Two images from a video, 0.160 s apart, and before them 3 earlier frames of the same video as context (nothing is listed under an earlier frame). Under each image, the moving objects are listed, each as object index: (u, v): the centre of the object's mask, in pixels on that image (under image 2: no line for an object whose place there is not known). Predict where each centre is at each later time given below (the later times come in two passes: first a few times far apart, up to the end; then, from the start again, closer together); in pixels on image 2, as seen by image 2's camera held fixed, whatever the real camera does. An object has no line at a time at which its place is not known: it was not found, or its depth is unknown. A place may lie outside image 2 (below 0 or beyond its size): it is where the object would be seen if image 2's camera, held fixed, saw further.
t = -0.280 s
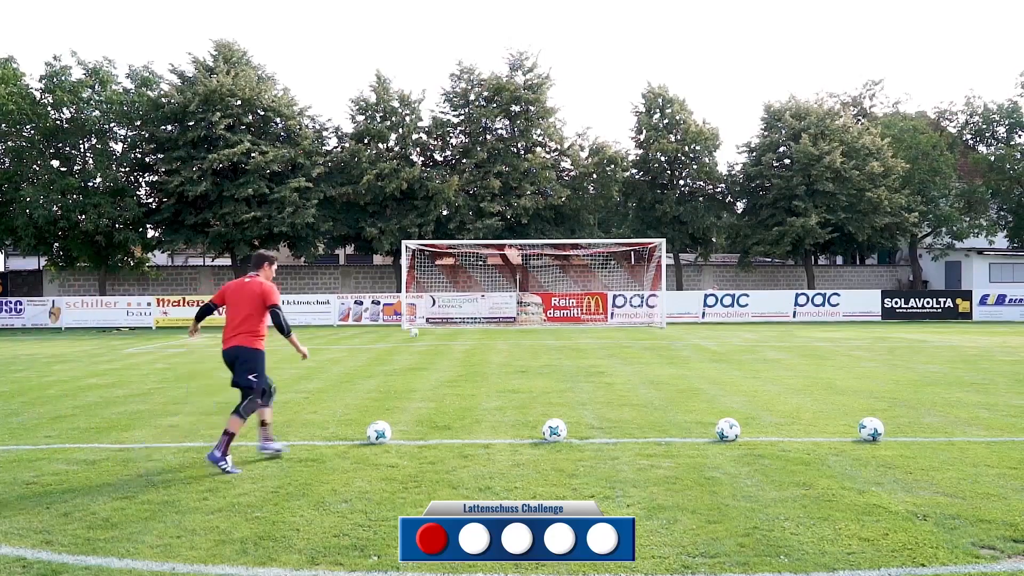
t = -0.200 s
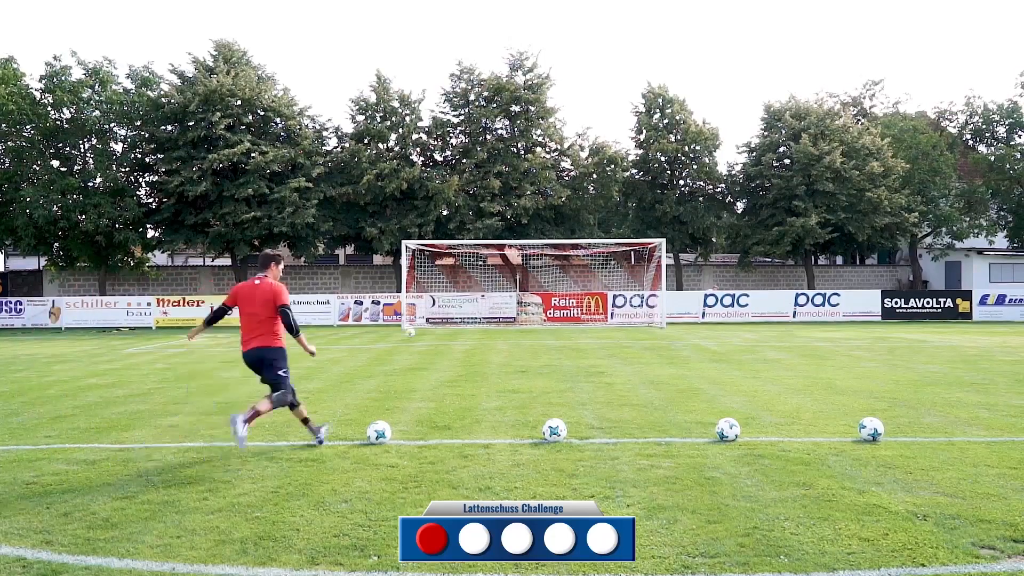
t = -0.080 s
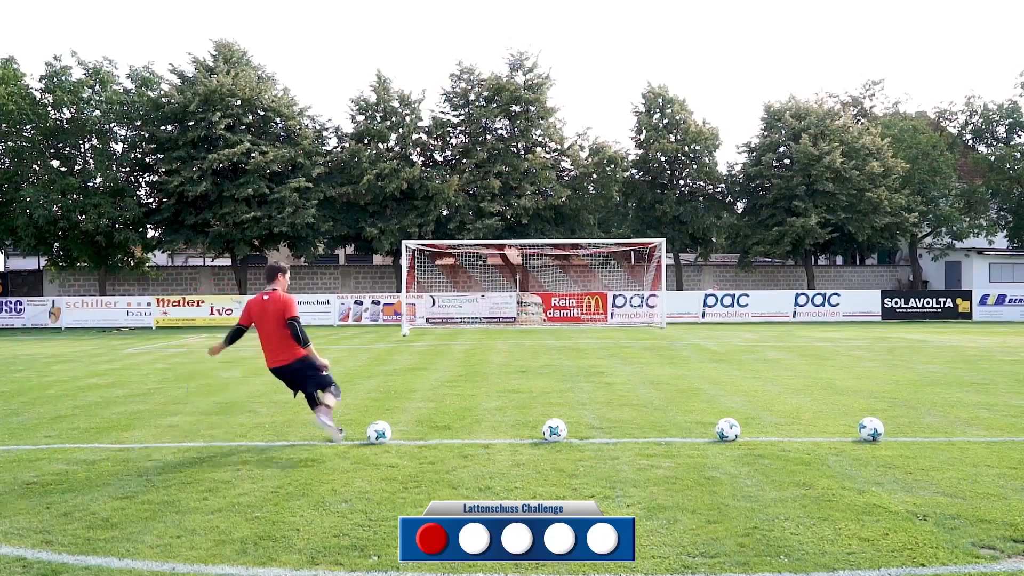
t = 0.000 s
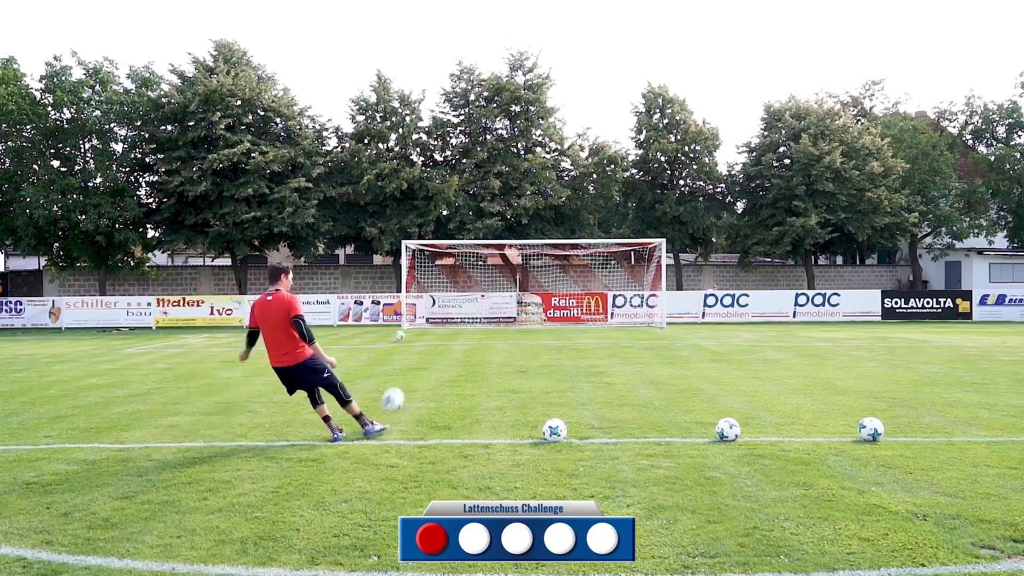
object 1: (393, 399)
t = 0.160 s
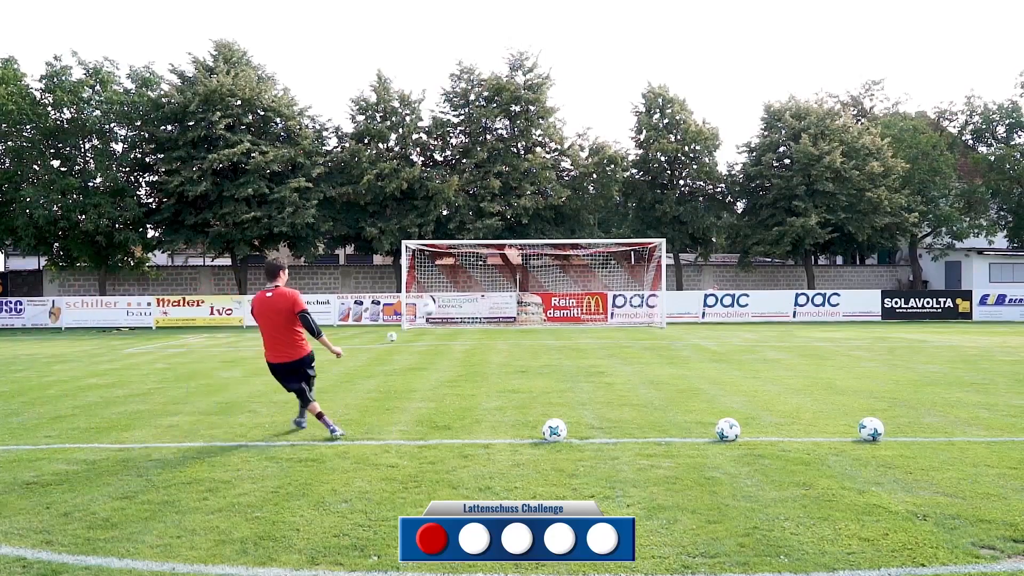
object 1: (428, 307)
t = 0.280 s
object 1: (438, 272)
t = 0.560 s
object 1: (442, 239)
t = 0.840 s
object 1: (435, 239)
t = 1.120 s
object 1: (415, 194)
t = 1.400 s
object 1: (388, 164)
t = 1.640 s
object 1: (353, 166)
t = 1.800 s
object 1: (323, 191)
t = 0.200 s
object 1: (432, 293)
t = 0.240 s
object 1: (435, 282)
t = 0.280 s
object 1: (438, 272)
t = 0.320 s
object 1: (439, 265)
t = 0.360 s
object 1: (441, 258)
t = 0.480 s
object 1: (442, 245)
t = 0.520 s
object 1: (442, 242)
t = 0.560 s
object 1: (442, 239)
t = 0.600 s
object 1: (441, 239)
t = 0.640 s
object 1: (441, 238)
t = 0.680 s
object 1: (440, 237)
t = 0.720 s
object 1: (439, 237)
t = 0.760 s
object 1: (437, 238)
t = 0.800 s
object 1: (437, 239)
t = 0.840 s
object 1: (435, 239)
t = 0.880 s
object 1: (433, 235)
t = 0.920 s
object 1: (430, 228)
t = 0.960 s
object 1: (427, 221)
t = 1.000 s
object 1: (424, 213)
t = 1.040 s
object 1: (421, 206)
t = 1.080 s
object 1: (418, 200)
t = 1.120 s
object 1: (415, 194)
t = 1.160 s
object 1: (412, 188)
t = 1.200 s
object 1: (408, 183)
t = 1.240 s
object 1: (404, 178)
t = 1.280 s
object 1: (400, 174)
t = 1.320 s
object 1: (397, 170)
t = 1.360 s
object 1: (392, 167)
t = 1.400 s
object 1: (388, 164)
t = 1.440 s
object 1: (383, 162)
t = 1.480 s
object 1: (377, 162)
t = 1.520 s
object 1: (372, 161)
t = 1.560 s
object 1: (366, 162)
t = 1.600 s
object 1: (360, 164)
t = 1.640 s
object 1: (353, 166)
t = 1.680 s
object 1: (347, 170)
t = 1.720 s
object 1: (339, 175)
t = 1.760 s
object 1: (332, 182)
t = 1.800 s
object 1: (323, 191)
